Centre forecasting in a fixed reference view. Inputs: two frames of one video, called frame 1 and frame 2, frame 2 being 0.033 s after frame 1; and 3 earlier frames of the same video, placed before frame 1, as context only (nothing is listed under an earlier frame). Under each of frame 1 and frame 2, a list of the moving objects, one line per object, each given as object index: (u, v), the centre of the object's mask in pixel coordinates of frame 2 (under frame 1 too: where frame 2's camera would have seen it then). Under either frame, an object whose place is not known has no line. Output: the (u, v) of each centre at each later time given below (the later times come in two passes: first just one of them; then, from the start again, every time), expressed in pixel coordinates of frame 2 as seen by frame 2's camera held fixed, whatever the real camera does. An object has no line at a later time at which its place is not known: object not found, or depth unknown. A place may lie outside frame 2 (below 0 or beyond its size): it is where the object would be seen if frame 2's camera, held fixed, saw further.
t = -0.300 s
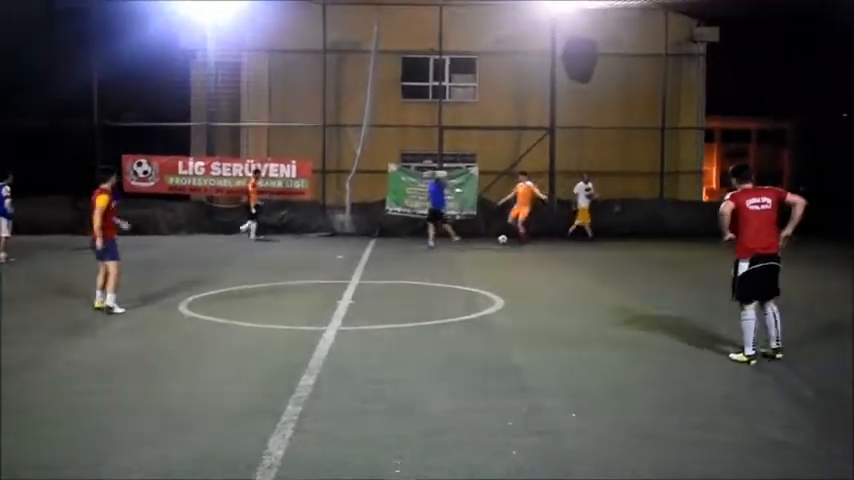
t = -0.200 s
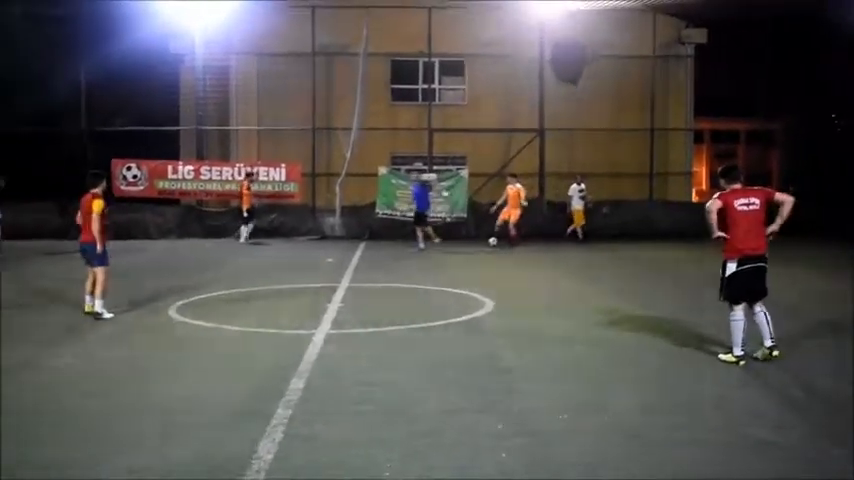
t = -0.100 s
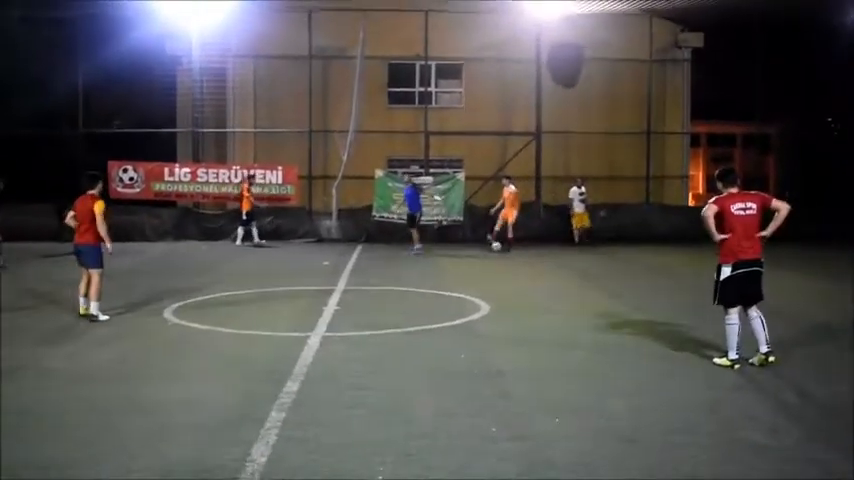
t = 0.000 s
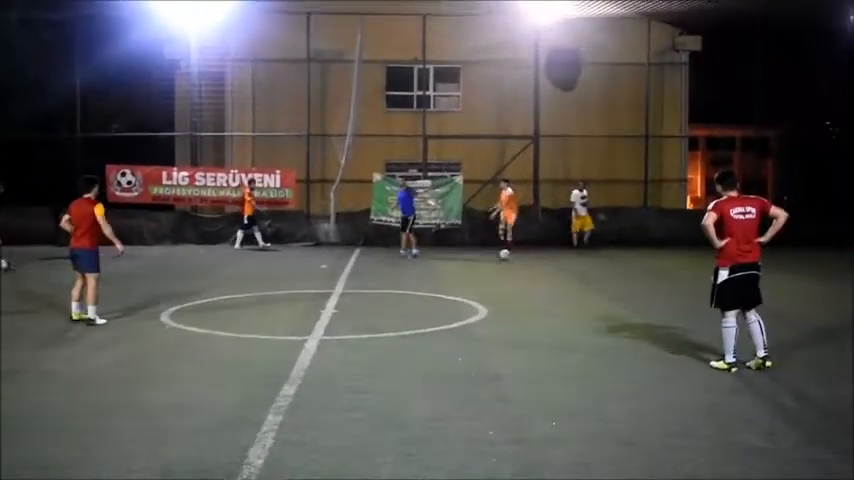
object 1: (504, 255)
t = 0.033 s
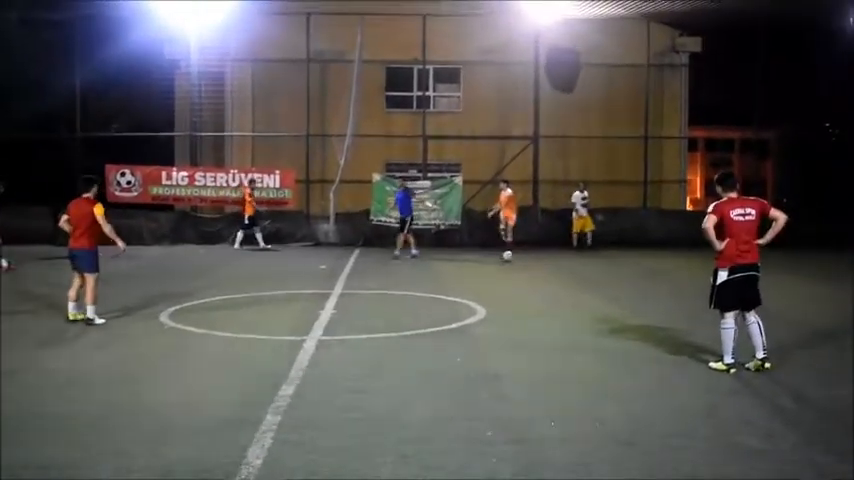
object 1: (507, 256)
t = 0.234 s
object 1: (530, 264)
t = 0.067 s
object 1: (511, 257)
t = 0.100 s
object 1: (514, 259)
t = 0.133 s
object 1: (519, 261)
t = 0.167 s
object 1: (522, 262)
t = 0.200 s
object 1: (527, 262)
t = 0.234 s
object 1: (530, 264)
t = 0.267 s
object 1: (534, 267)
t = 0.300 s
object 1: (537, 268)
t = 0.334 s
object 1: (539, 269)
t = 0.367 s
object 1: (545, 270)
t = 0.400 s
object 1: (549, 273)
